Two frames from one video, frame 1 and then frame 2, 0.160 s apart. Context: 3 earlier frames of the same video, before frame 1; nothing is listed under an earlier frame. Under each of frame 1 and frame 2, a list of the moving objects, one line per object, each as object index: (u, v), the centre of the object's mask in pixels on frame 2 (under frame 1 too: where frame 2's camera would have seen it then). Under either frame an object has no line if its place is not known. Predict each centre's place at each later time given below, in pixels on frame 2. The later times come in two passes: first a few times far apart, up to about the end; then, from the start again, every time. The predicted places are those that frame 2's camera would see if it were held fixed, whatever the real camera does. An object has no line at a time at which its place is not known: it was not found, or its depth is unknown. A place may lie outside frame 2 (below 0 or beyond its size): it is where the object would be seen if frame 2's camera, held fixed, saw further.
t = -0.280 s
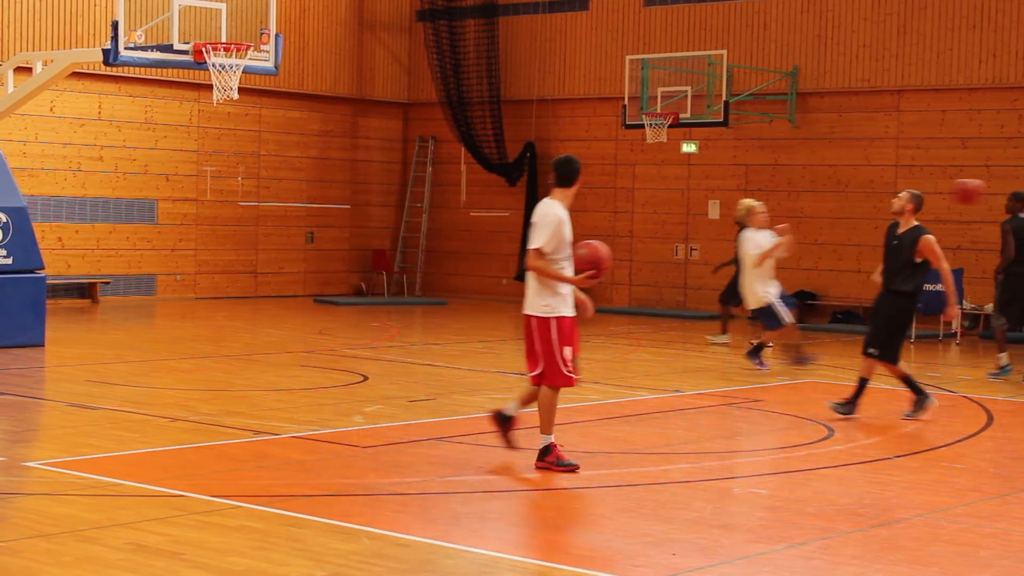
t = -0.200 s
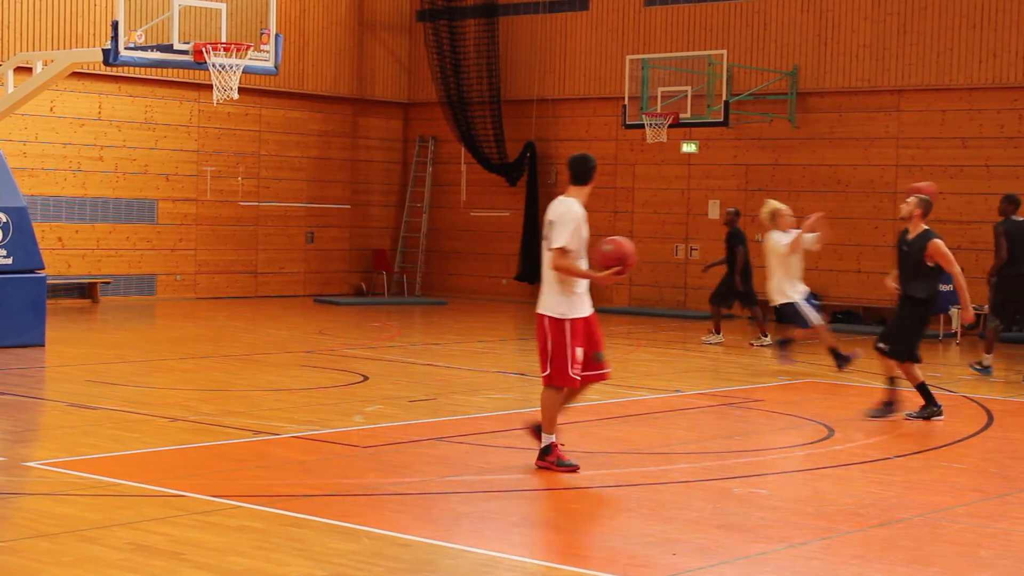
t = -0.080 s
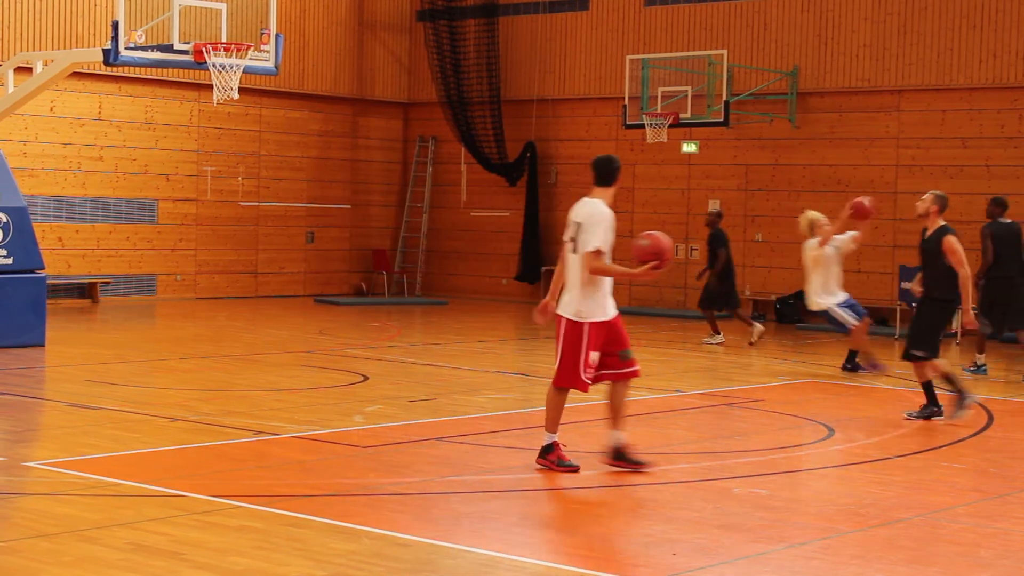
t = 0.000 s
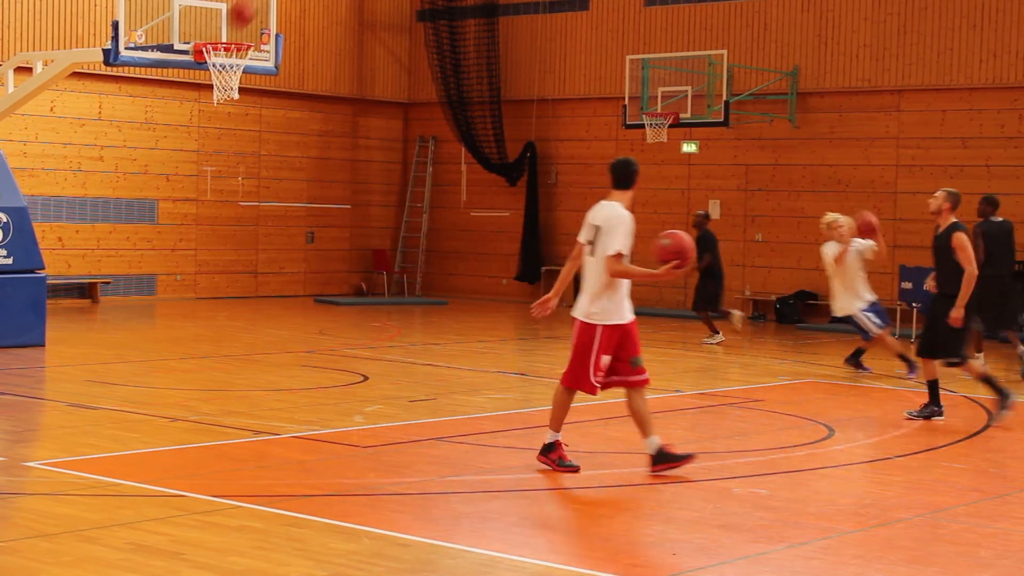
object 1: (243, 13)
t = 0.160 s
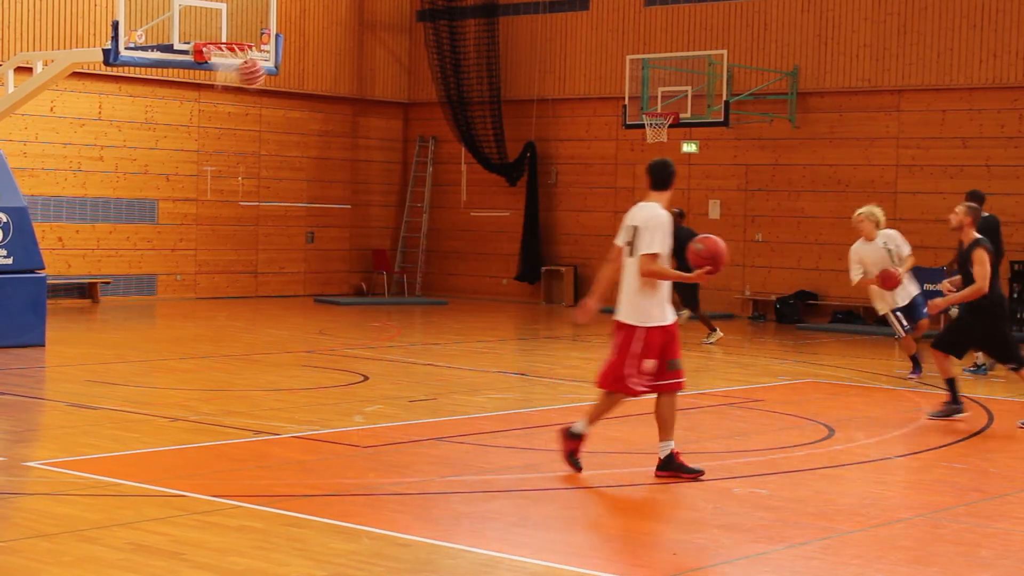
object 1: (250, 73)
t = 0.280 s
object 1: (265, 66)
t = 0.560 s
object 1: (291, 102)
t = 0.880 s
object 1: (320, 250)
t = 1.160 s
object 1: (328, 308)
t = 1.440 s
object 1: (322, 217)
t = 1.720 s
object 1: (312, 208)
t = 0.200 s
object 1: (257, 69)
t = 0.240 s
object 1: (261, 67)
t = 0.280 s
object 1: (265, 66)
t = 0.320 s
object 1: (269, 65)
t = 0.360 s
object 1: (273, 67)
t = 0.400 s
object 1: (277, 71)
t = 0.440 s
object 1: (280, 75)
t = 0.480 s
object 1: (284, 83)
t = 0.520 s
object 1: (288, 91)
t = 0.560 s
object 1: (291, 102)
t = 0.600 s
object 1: (294, 113)
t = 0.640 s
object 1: (298, 128)
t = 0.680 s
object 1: (302, 144)
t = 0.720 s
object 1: (305, 162)
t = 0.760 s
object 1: (309, 182)
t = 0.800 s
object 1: (313, 202)
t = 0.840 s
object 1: (317, 226)
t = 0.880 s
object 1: (320, 250)
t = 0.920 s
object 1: (324, 276)
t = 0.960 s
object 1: (326, 305)
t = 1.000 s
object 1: (329, 335)
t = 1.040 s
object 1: (332, 368)
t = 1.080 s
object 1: (331, 352)
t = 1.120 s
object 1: (330, 329)
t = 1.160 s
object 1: (328, 308)
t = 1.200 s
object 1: (329, 291)
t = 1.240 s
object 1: (329, 273)
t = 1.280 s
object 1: (327, 259)
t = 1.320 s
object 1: (326, 246)
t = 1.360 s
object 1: (325, 235)
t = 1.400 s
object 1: (323, 224)
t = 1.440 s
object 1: (322, 217)
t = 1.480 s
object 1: (321, 210)
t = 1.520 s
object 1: (319, 206)
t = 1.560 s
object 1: (318, 203)
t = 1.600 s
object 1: (317, 202)
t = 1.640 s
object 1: (315, 202)
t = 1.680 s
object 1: (314, 203)
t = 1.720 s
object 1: (312, 208)
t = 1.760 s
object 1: (311, 213)
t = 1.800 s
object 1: (309, 221)
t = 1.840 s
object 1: (307, 230)
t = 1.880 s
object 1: (305, 241)
